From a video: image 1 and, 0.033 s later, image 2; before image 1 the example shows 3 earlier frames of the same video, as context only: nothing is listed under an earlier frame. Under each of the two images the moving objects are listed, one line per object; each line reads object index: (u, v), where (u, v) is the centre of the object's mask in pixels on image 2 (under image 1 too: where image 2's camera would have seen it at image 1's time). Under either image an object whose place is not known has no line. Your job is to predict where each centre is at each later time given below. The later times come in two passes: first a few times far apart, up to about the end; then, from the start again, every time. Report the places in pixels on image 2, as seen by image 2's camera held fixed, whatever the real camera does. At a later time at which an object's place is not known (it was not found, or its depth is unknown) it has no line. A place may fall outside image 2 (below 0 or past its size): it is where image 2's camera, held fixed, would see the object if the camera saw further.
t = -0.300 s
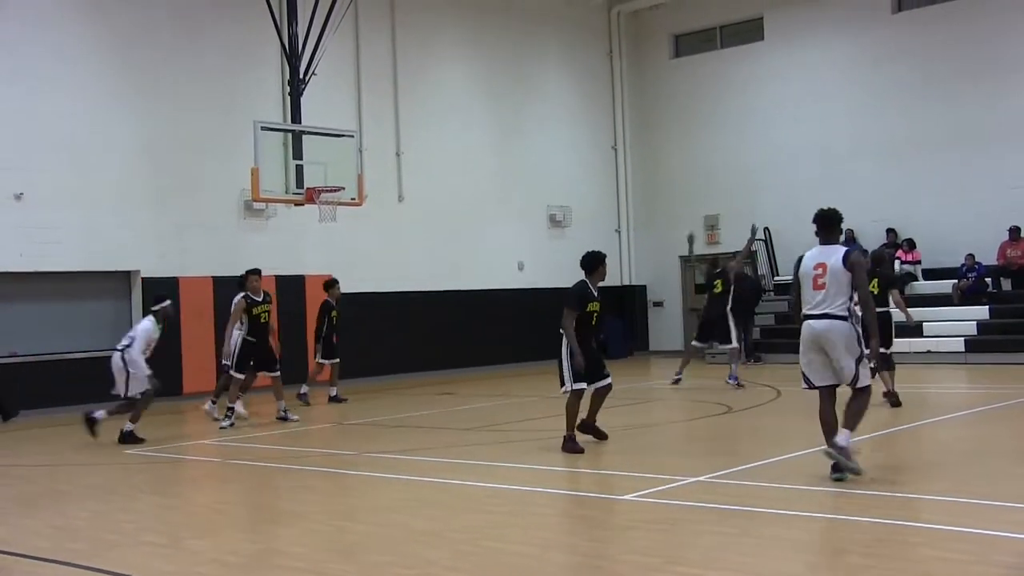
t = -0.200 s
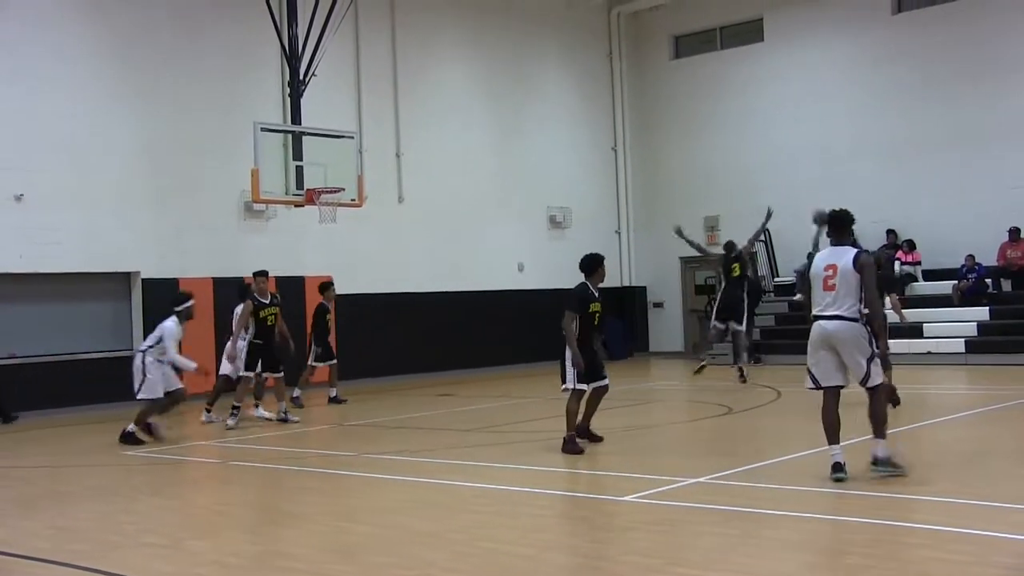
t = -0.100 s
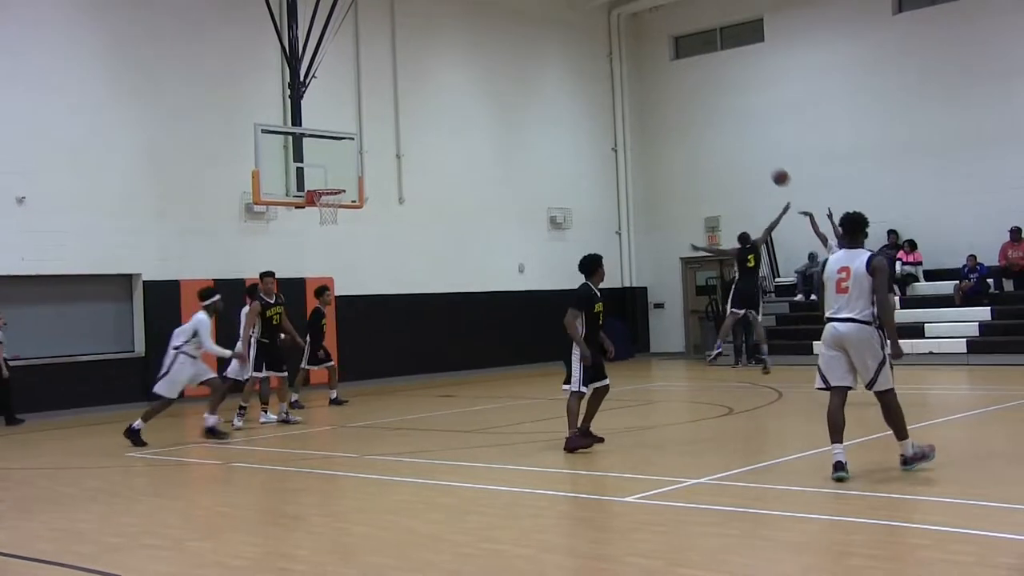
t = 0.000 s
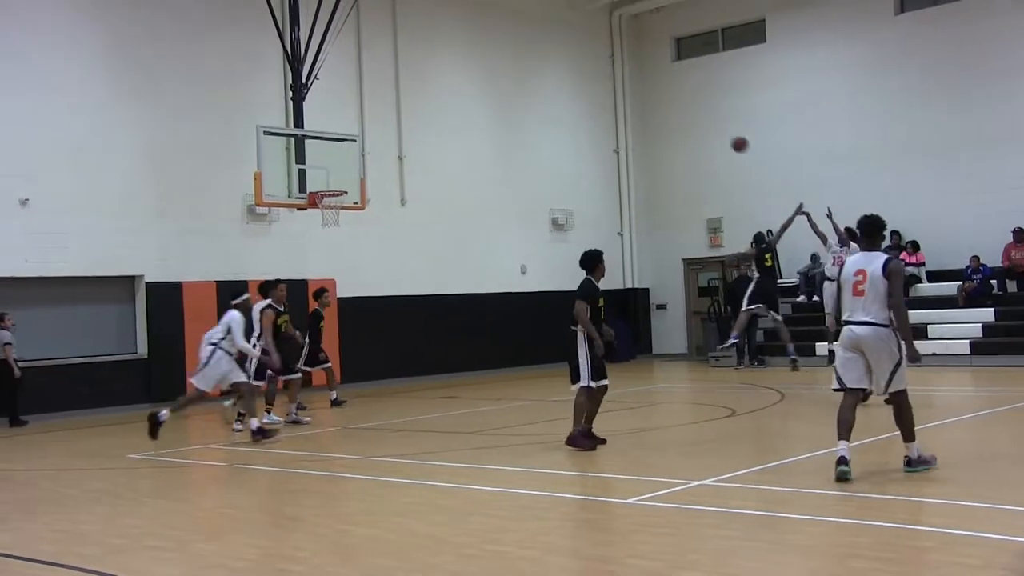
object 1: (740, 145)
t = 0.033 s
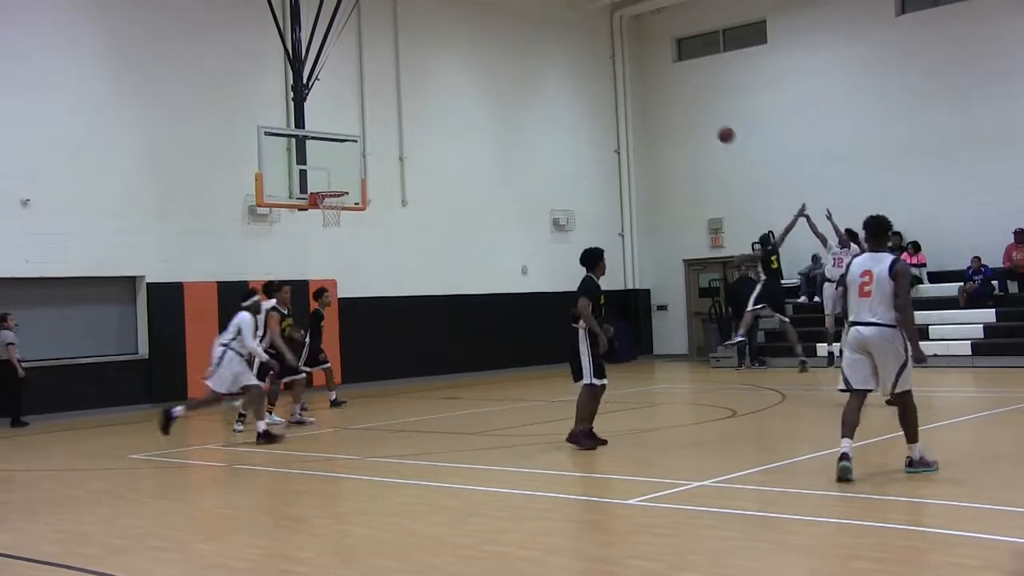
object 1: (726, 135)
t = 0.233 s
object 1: (642, 92)
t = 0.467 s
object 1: (547, 74)
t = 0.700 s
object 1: (455, 94)
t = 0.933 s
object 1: (366, 150)
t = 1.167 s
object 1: (314, 151)
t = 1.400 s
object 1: (304, 114)
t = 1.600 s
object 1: (296, 110)
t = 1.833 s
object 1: (287, 144)
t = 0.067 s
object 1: (711, 126)
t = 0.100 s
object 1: (697, 117)
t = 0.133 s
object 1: (683, 110)
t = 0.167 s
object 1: (669, 103)
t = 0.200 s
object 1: (656, 97)
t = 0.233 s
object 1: (642, 92)
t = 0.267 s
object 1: (628, 86)
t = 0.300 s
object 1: (614, 82)
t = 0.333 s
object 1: (601, 80)
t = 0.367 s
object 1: (587, 77)
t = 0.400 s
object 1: (573, 75)
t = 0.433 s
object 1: (560, 74)
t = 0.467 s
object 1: (547, 74)
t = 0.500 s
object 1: (534, 75)
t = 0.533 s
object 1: (520, 76)
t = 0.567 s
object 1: (507, 78)
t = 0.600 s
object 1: (494, 81)
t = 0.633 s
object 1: (481, 85)
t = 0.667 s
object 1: (468, 88)
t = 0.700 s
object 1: (455, 94)
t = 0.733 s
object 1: (442, 100)
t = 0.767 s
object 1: (429, 106)
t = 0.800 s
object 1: (417, 113)
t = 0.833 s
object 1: (404, 121)
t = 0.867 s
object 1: (391, 130)
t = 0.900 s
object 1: (378, 140)
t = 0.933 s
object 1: (366, 150)
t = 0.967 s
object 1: (353, 161)
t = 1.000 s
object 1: (341, 172)
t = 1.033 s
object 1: (329, 184)
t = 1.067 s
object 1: (322, 178)
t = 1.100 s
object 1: (317, 168)
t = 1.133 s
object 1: (315, 159)
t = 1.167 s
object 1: (314, 151)
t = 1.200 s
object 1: (313, 143)
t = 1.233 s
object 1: (311, 136)
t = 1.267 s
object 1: (308, 130)
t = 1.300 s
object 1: (307, 124)
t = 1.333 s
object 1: (306, 120)
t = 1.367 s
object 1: (304, 117)
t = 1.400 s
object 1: (304, 114)
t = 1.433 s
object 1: (303, 111)
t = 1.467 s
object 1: (301, 109)
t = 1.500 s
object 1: (299, 108)
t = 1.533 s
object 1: (298, 109)
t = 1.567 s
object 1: (297, 109)
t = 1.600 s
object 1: (296, 110)
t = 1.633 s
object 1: (295, 113)
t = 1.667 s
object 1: (293, 116)
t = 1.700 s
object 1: (292, 120)
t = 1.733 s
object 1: (290, 125)
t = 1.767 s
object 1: (289, 131)
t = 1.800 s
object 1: (288, 137)
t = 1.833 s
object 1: (287, 144)
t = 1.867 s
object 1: (286, 153)
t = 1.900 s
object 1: (285, 162)
